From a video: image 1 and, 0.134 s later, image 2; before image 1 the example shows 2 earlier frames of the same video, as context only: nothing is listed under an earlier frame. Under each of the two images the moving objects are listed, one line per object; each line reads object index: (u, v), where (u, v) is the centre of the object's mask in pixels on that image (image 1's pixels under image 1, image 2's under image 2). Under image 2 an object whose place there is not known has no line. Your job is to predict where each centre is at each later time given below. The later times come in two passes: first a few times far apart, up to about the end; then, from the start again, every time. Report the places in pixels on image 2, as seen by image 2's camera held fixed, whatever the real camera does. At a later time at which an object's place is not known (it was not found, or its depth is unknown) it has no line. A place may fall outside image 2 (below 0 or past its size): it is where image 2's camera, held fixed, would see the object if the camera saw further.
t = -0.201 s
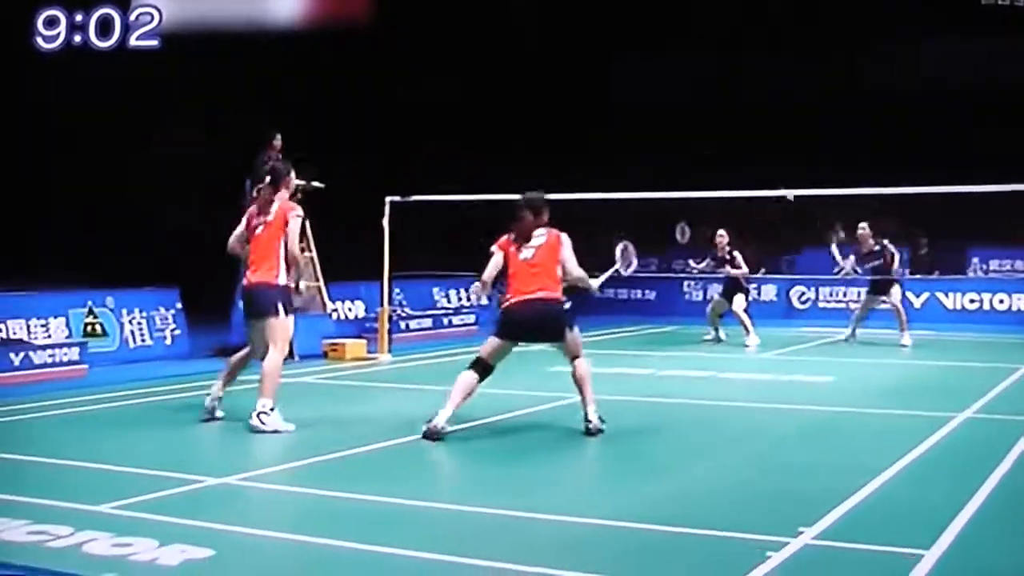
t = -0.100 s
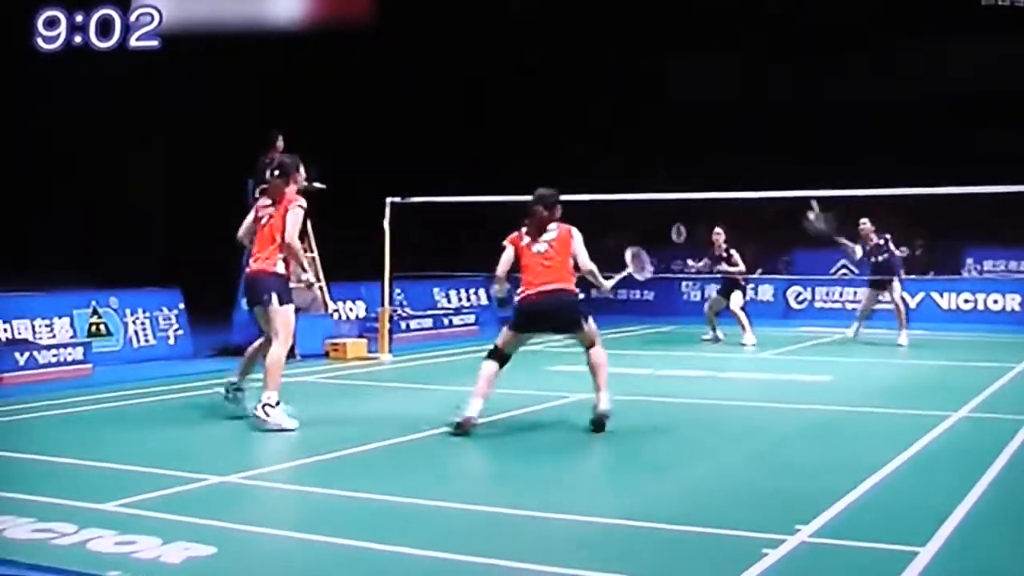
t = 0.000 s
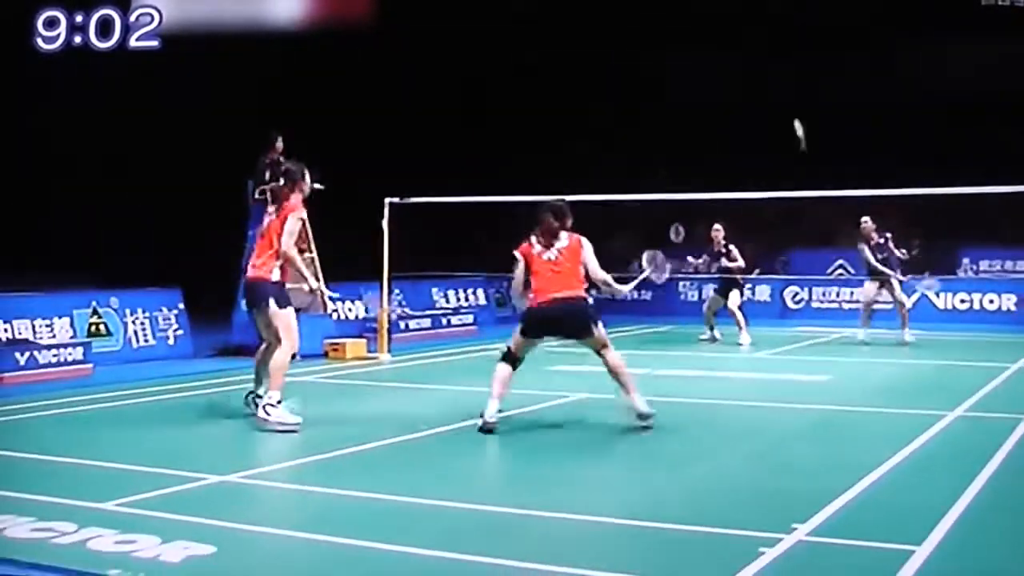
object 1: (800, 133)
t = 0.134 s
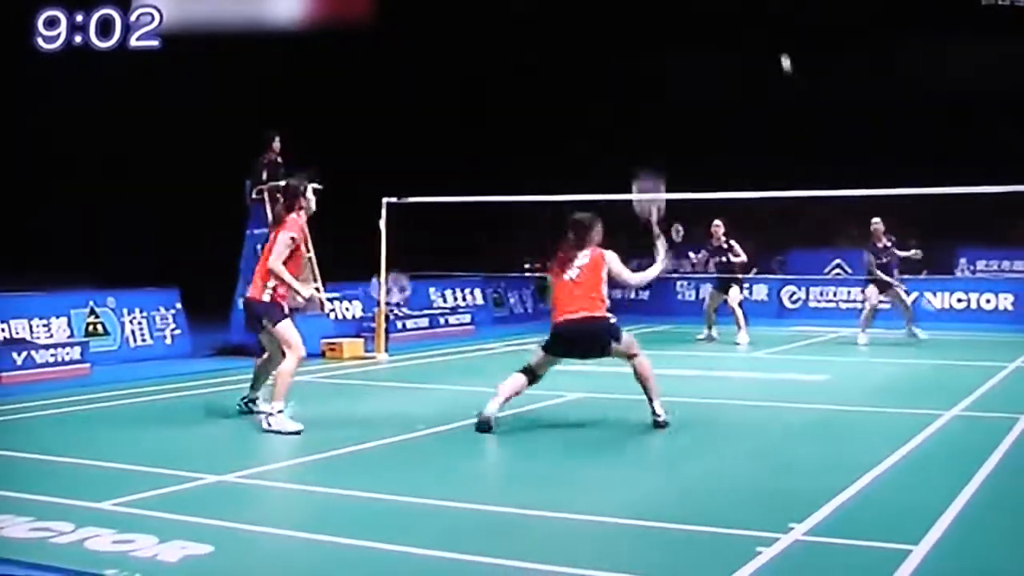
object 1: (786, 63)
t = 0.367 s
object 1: (762, 11)
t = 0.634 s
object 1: (720, 60)
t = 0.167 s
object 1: (783, 52)
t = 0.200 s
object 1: (780, 41)
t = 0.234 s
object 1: (776, 31)
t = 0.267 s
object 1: (773, 24)
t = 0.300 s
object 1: (769, 19)
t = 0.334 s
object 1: (767, 14)
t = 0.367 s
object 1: (762, 11)
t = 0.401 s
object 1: (759, 10)
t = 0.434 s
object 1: (755, 10)
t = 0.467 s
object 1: (751, 13)
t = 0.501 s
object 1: (746, 17)
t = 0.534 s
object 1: (741, 25)
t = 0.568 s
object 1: (735, 34)
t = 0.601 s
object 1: (727, 46)
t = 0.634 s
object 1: (720, 60)
